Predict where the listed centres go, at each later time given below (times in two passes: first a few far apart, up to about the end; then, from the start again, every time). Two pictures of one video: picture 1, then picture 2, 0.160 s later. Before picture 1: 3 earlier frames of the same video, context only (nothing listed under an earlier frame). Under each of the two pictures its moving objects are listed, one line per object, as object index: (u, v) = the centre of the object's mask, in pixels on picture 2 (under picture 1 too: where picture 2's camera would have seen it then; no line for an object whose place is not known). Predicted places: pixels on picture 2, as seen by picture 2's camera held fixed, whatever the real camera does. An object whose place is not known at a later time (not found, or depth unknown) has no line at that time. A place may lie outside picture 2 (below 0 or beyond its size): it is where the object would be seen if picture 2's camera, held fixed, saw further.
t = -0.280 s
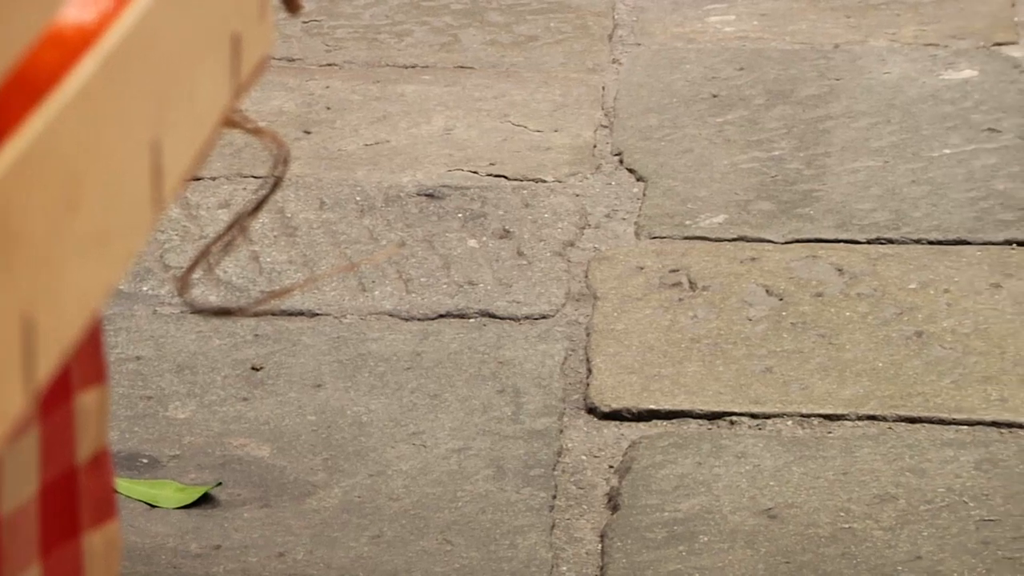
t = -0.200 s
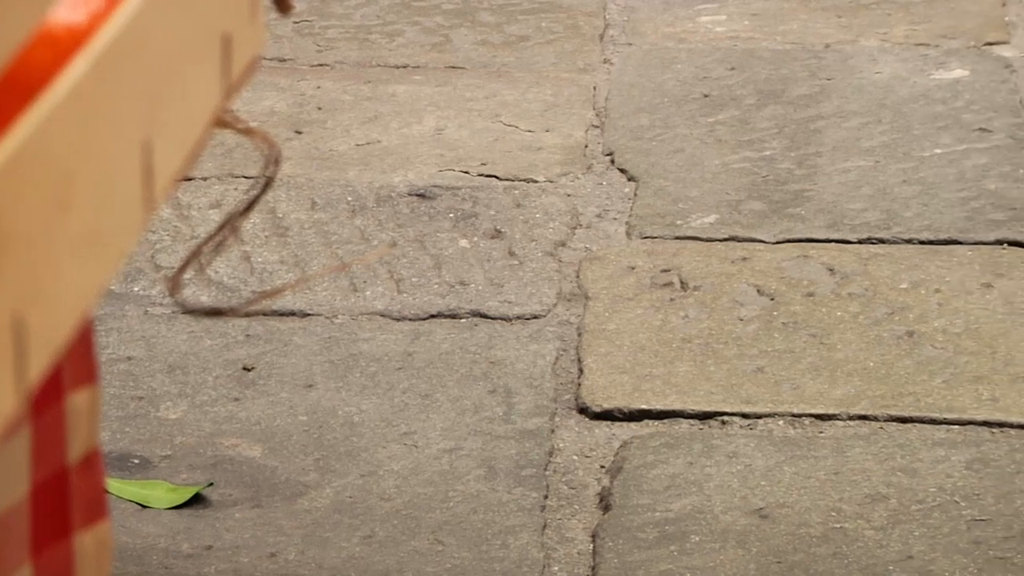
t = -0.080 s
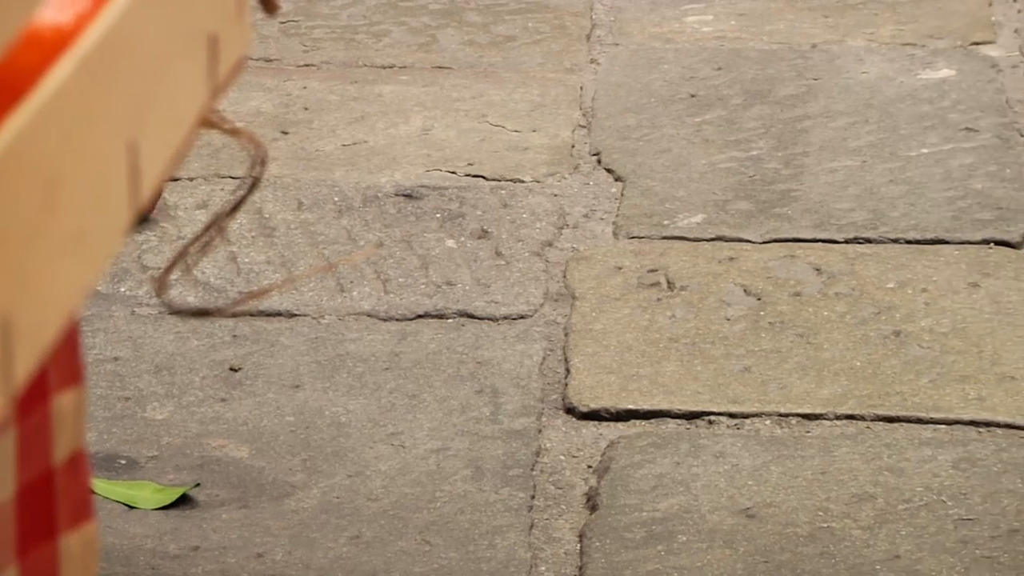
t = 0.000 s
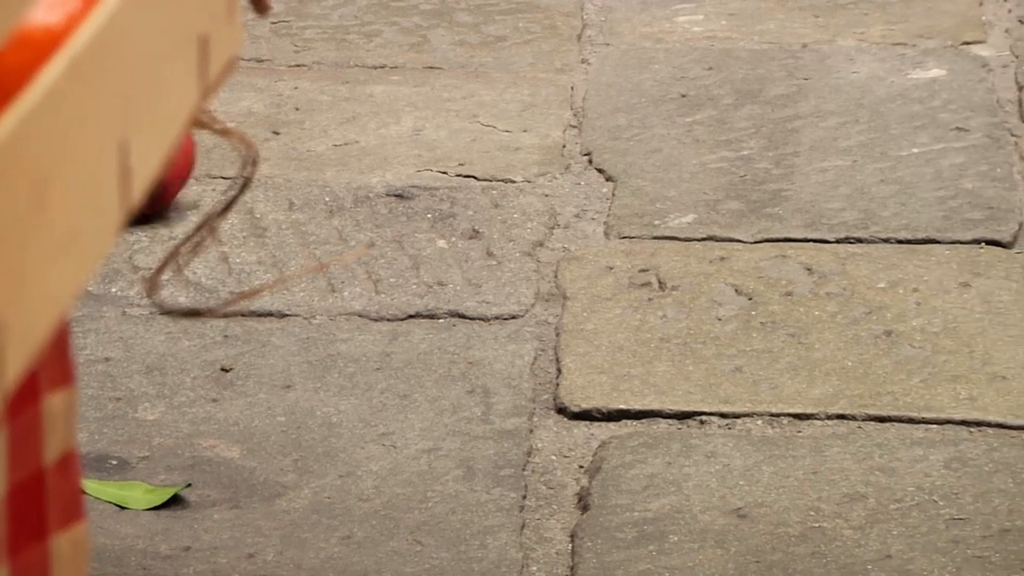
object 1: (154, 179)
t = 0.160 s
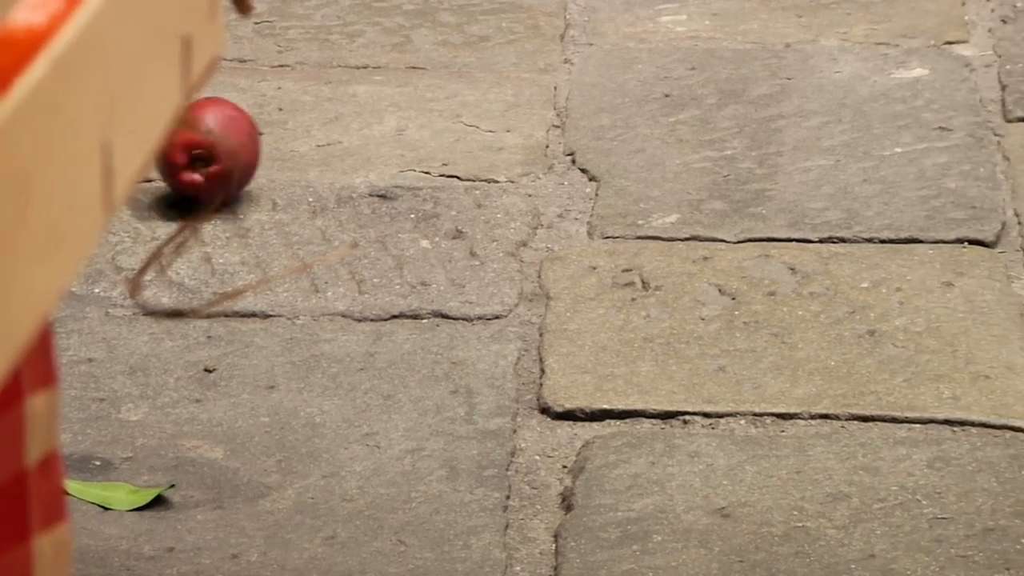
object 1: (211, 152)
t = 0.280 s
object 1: (274, 152)
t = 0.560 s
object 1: (406, 168)
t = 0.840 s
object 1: (504, 192)
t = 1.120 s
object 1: (584, 232)
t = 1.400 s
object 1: (668, 265)
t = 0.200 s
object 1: (228, 150)
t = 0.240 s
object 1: (247, 150)
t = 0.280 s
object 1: (274, 152)
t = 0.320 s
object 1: (288, 155)
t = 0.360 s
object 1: (309, 158)
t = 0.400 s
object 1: (329, 160)
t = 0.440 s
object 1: (347, 163)
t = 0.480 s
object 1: (367, 166)
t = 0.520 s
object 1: (388, 170)
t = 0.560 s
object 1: (406, 168)
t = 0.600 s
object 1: (421, 169)
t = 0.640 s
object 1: (435, 170)
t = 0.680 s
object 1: (449, 175)
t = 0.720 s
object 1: (464, 178)
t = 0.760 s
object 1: (478, 184)
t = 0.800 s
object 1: (492, 189)
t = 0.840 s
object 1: (504, 192)
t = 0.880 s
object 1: (516, 198)
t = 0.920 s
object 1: (531, 207)
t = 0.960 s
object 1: (542, 210)
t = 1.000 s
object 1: (552, 214)
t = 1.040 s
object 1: (563, 222)
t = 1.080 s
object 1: (574, 229)
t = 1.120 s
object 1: (584, 232)
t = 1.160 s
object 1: (595, 238)
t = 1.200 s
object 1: (607, 243)
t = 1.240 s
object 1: (620, 250)
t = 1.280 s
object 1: (633, 254)
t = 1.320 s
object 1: (645, 256)
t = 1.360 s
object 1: (657, 261)
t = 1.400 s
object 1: (668, 265)
